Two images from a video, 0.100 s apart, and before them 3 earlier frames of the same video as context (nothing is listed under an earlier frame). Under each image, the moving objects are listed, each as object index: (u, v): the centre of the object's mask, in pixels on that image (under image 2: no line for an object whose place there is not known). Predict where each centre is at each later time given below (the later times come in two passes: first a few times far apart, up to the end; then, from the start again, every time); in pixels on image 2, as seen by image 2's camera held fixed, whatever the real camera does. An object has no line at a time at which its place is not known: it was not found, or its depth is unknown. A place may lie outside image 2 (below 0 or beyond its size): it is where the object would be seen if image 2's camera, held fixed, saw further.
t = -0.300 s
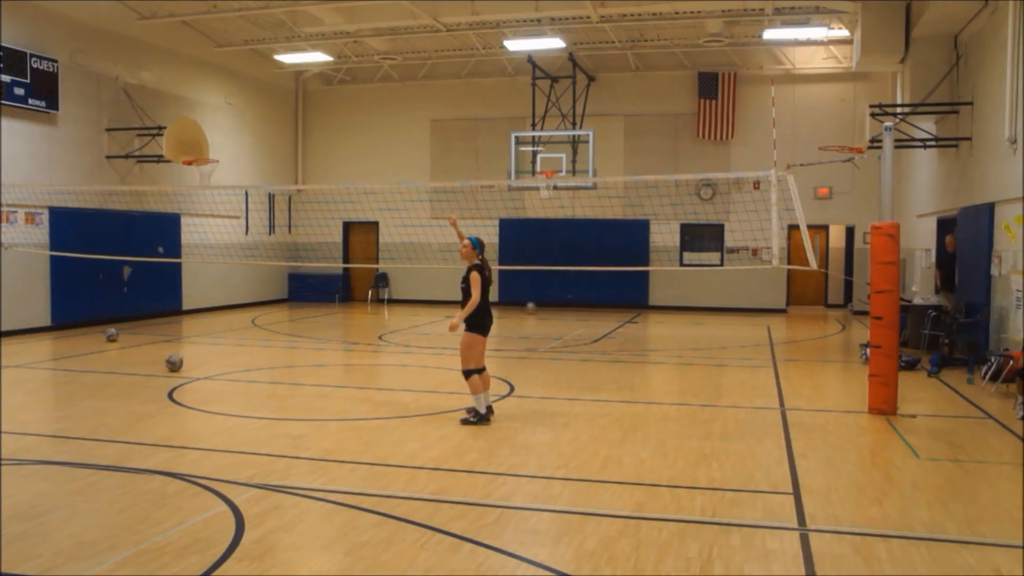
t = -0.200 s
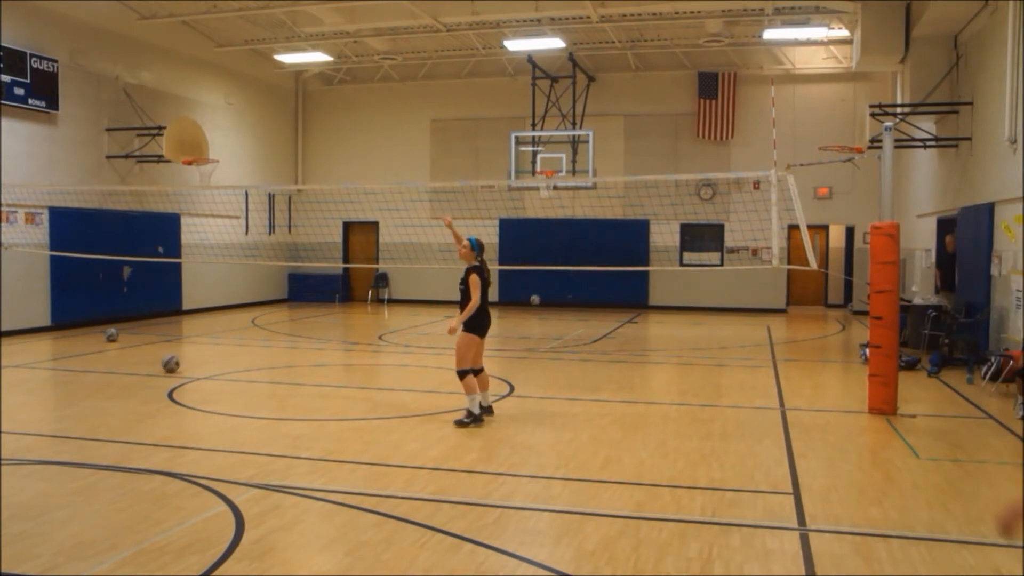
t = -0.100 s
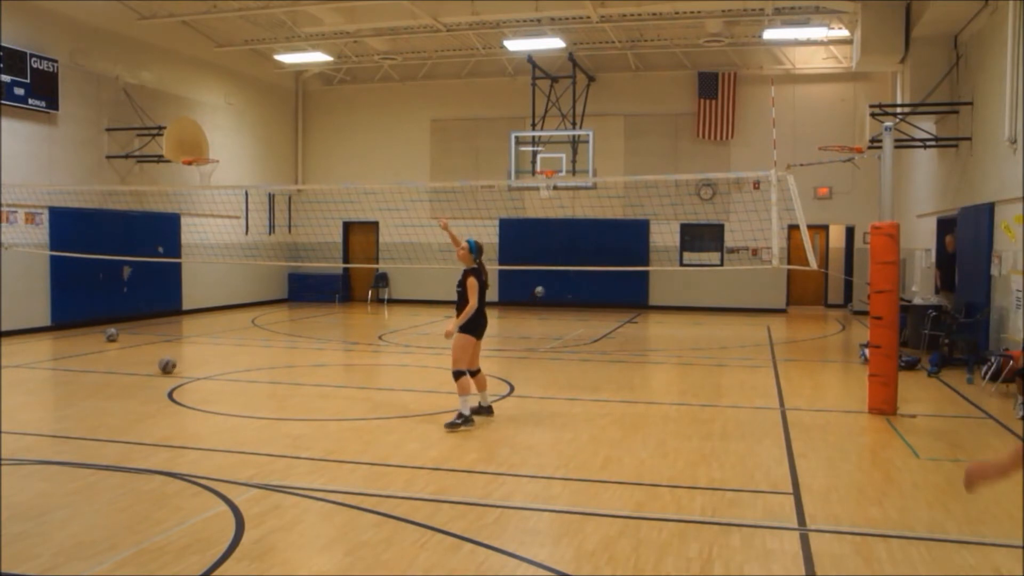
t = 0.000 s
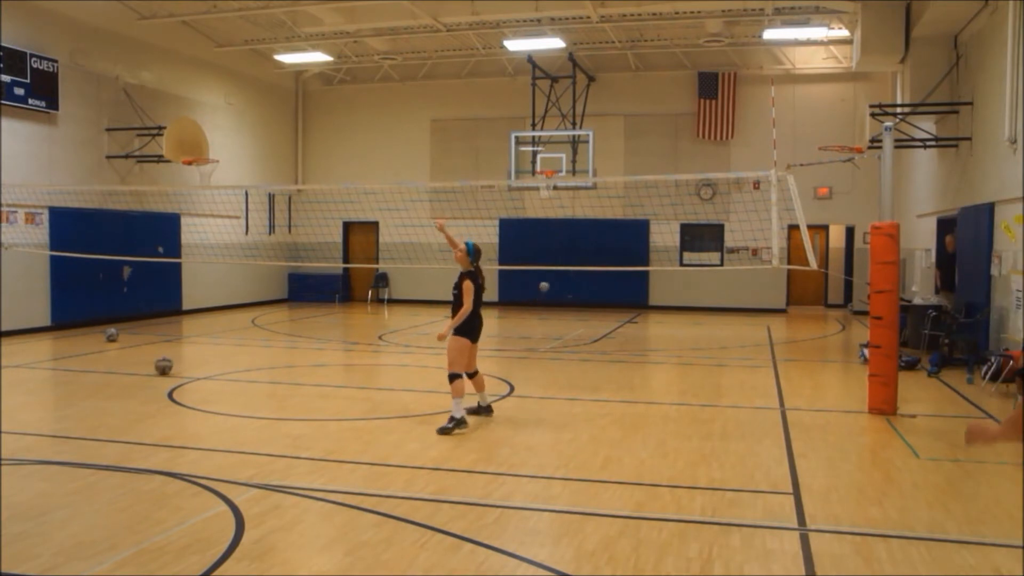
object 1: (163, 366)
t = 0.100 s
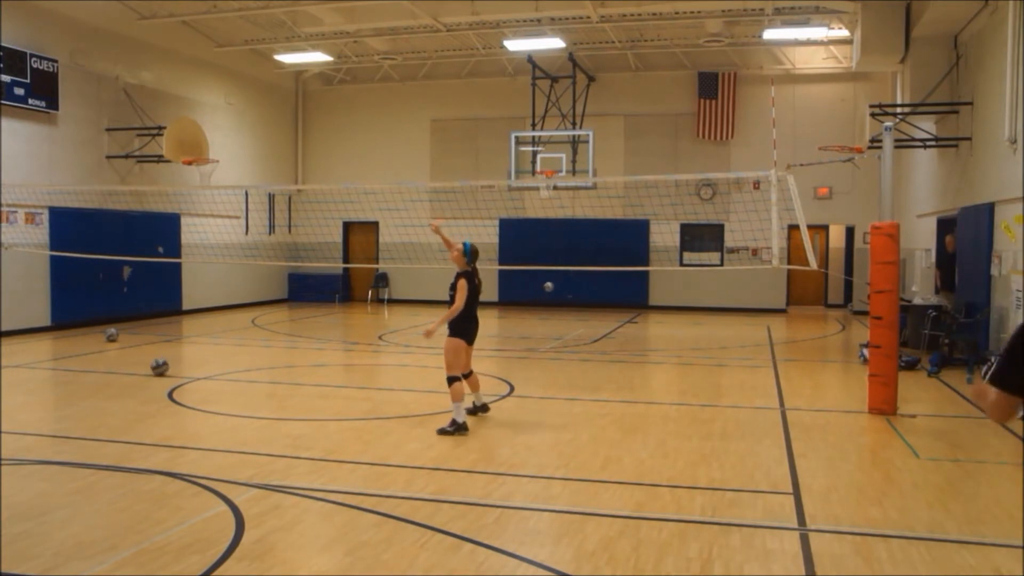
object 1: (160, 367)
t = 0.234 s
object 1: (154, 368)
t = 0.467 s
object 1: (146, 370)
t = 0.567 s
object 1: (142, 372)
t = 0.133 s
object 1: (158, 367)
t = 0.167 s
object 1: (157, 368)
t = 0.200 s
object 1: (156, 368)
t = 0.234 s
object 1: (154, 368)
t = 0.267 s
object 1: (153, 368)
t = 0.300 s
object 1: (152, 369)
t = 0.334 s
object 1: (151, 369)
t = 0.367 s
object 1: (150, 369)
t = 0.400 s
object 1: (148, 370)
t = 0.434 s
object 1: (147, 370)
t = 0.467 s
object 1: (146, 370)
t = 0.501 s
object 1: (145, 371)
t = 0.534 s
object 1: (143, 371)
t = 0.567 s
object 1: (142, 372)
